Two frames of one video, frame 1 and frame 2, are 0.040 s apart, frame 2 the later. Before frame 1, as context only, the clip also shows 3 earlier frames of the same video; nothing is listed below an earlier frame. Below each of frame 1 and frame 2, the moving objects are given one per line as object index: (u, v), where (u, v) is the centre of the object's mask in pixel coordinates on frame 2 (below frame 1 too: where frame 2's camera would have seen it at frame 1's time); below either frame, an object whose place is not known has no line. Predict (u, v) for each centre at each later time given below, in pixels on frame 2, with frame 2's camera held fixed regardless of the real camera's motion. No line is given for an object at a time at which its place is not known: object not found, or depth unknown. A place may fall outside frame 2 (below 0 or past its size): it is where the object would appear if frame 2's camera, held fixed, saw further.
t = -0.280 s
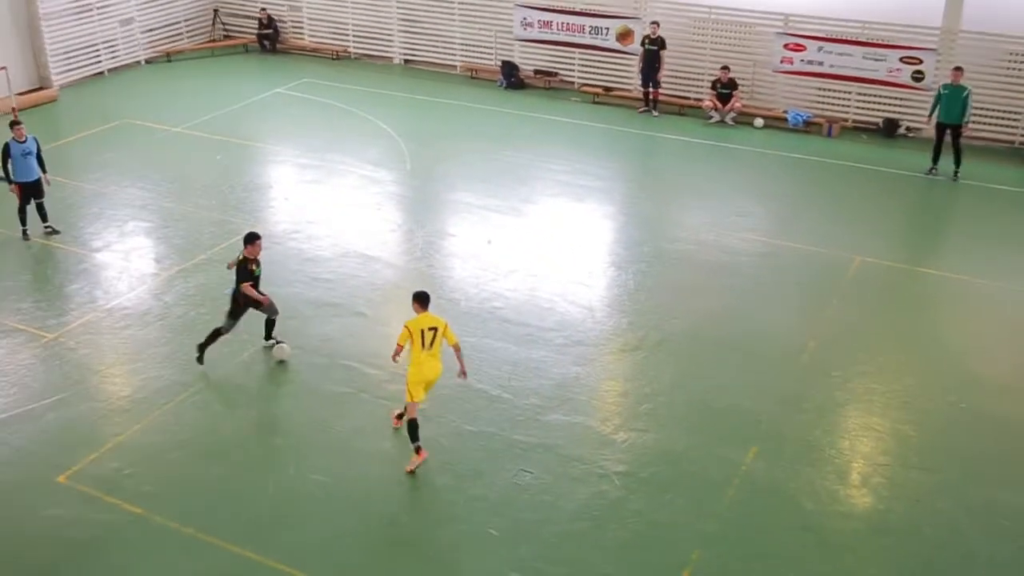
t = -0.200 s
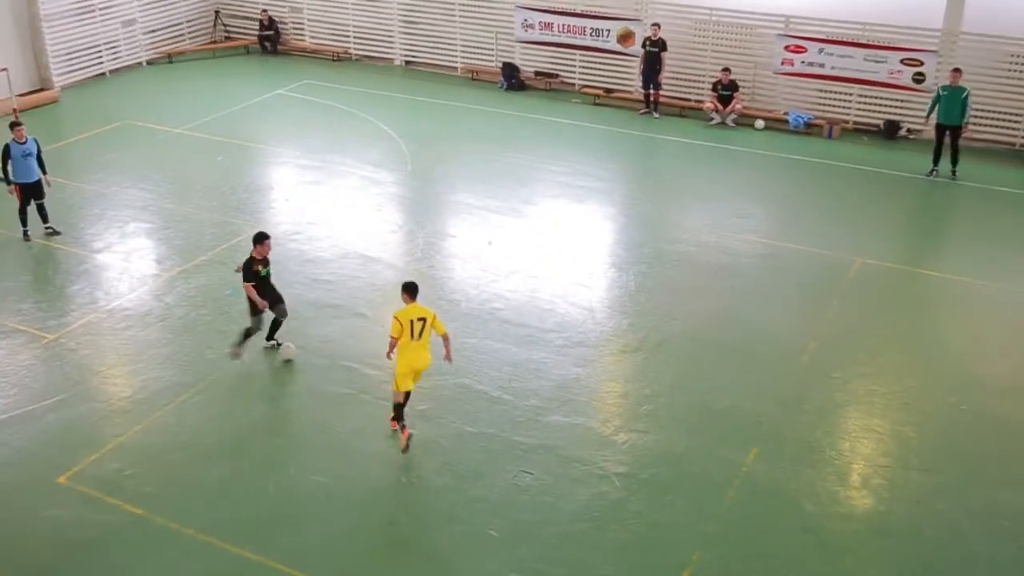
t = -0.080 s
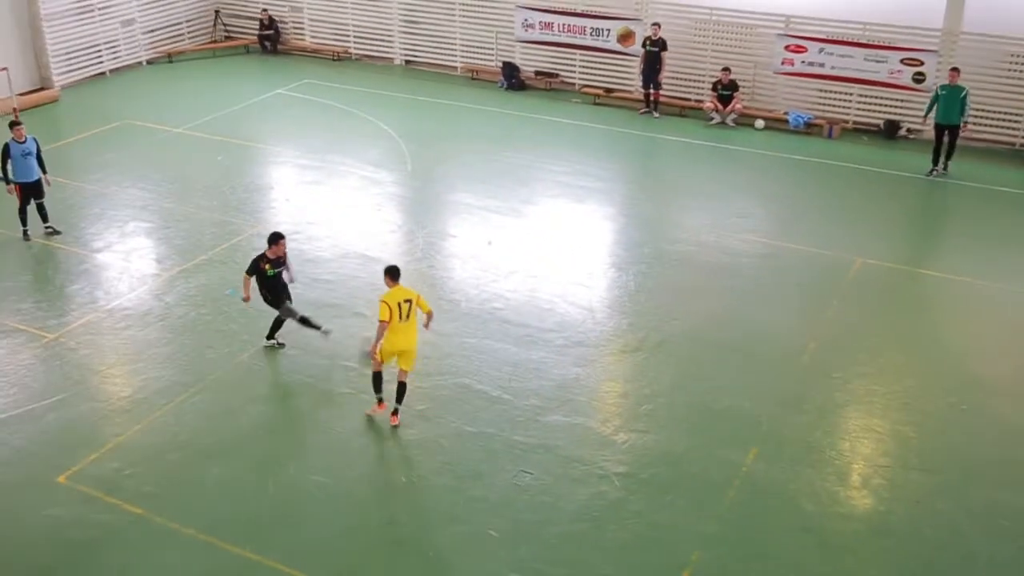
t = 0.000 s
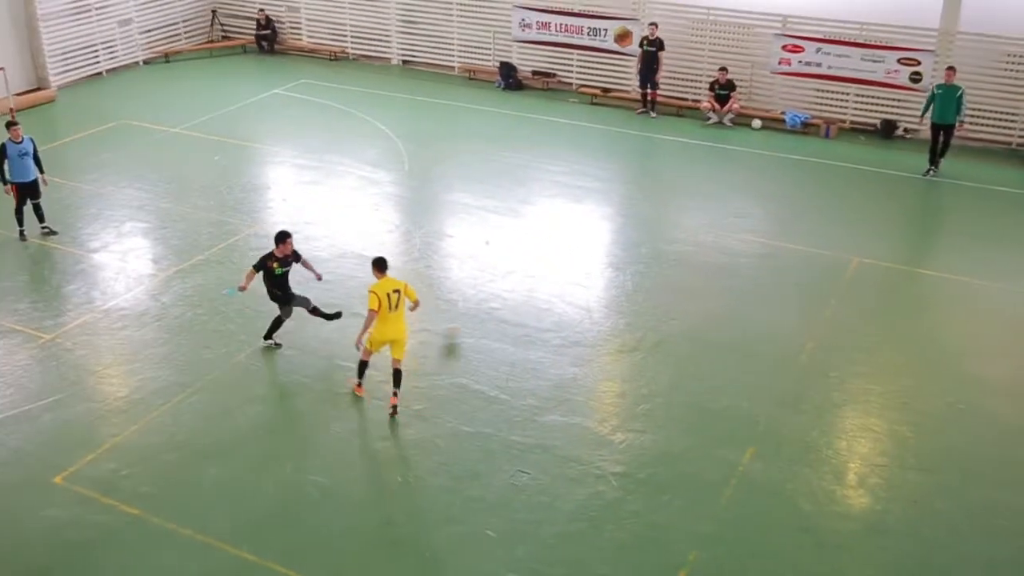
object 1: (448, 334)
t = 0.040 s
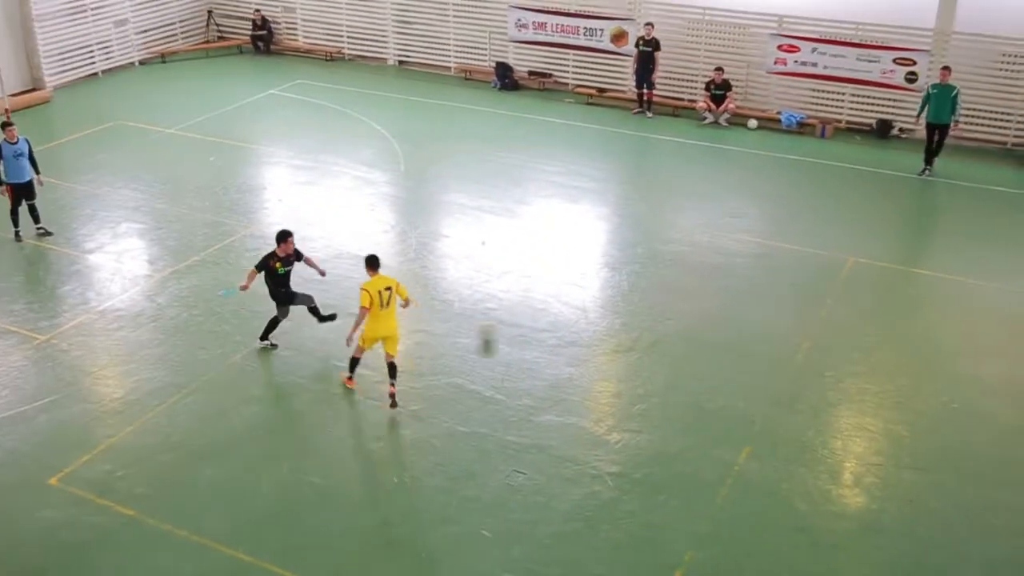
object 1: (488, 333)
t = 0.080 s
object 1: (524, 329)
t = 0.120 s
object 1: (562, 324)
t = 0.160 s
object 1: (599, 320)
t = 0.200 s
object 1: (634, 316)
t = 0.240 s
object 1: (664, 312)
